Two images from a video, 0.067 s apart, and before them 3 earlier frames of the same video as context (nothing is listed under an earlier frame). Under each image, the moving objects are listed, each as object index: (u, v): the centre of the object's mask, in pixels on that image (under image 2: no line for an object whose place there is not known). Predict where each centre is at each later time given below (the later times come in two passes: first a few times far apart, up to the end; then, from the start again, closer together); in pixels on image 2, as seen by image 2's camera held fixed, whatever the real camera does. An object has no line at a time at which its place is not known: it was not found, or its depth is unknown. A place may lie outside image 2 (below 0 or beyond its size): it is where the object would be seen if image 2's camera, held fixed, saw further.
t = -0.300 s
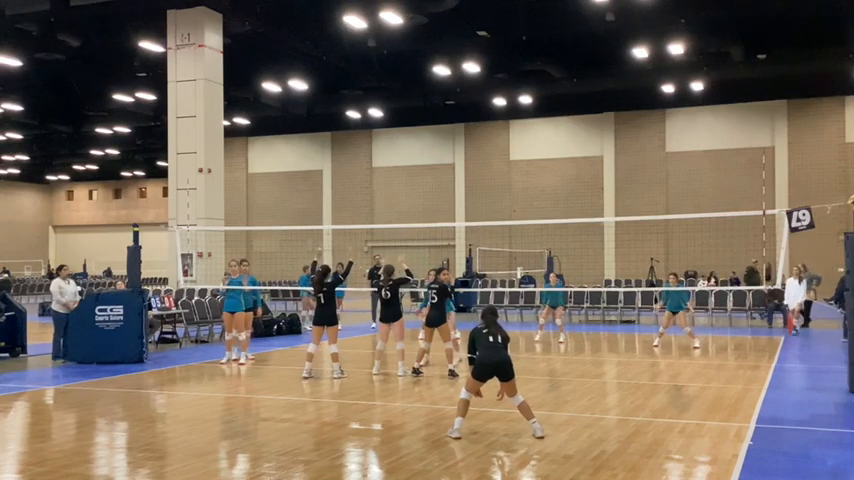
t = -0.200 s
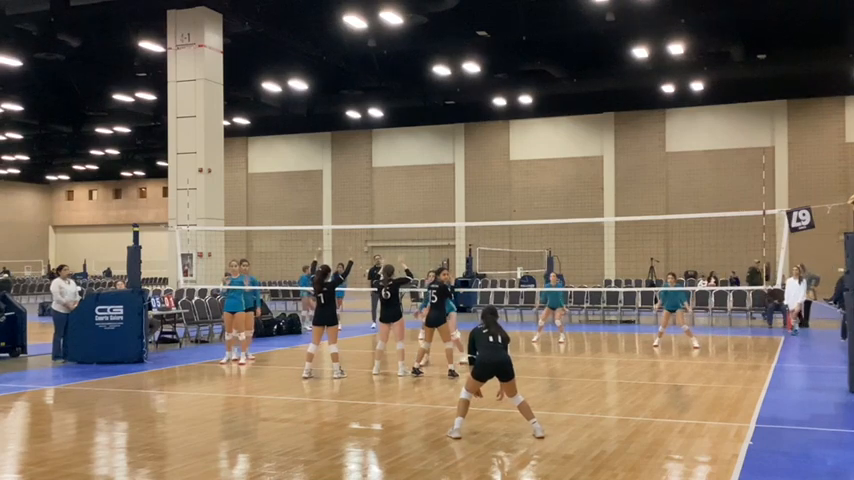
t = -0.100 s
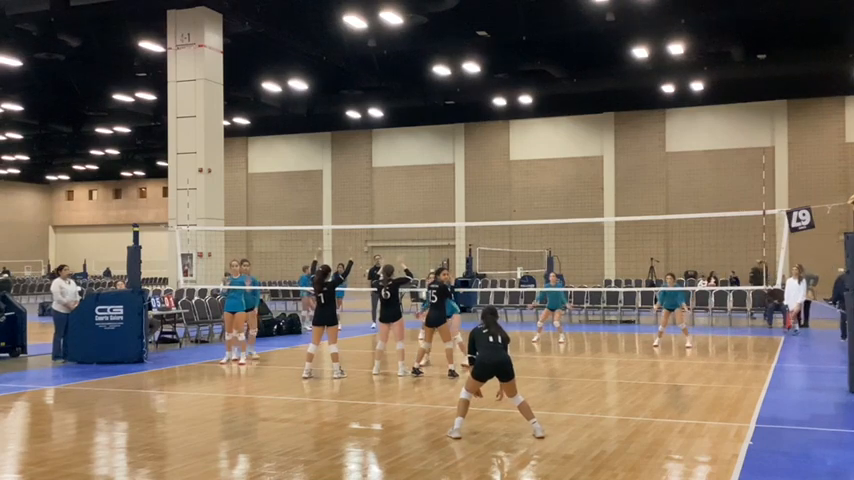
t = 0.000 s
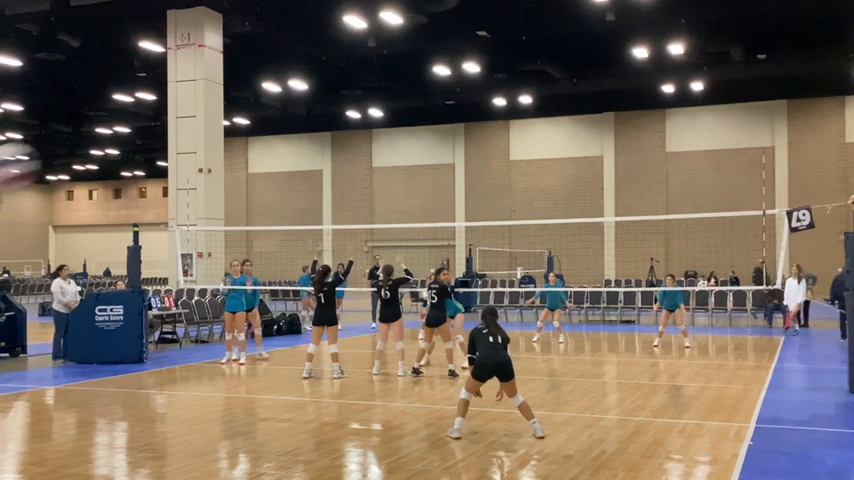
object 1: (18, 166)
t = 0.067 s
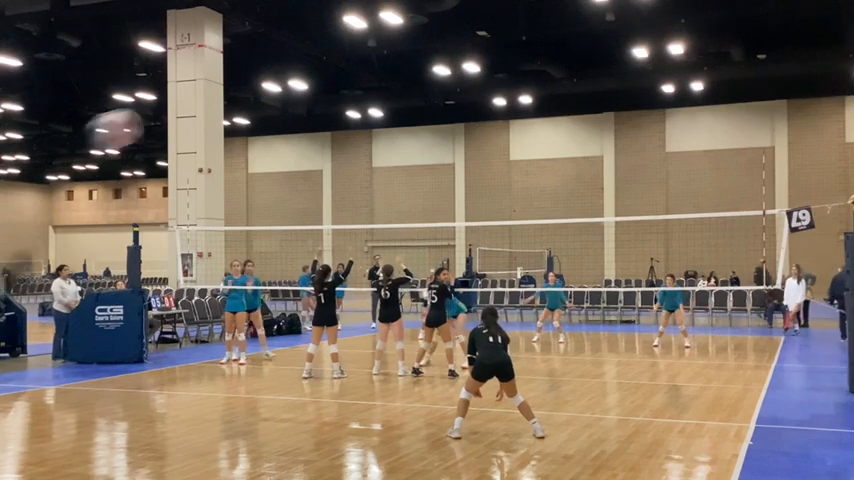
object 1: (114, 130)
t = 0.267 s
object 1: (283, 95)
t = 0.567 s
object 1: (369, 128)
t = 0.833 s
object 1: (400, 187)
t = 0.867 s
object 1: (402, 196)
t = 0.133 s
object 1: (191, 107)
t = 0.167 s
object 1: (222, 100)
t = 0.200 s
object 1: (244, 96)
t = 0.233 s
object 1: (265, 94)
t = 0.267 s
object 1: (283, 95)
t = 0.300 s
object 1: (298, 95)
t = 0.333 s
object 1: (312, 96)
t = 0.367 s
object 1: (323, 99)
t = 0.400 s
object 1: (333, 102)
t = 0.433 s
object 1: (342, 107)
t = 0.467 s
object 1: (350, 111)
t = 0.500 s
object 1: (356, 116)
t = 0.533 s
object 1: (364, 122)
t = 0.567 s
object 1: (369, 128)
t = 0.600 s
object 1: (374, 134)
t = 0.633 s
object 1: (379, 140)
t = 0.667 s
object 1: (383, 148)
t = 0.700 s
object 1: (387, 156)
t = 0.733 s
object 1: (392, 163)
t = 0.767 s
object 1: (394, 171)
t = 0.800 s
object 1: (398, 179)
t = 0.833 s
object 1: (400, 187)
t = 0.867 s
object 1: (402, 196)
